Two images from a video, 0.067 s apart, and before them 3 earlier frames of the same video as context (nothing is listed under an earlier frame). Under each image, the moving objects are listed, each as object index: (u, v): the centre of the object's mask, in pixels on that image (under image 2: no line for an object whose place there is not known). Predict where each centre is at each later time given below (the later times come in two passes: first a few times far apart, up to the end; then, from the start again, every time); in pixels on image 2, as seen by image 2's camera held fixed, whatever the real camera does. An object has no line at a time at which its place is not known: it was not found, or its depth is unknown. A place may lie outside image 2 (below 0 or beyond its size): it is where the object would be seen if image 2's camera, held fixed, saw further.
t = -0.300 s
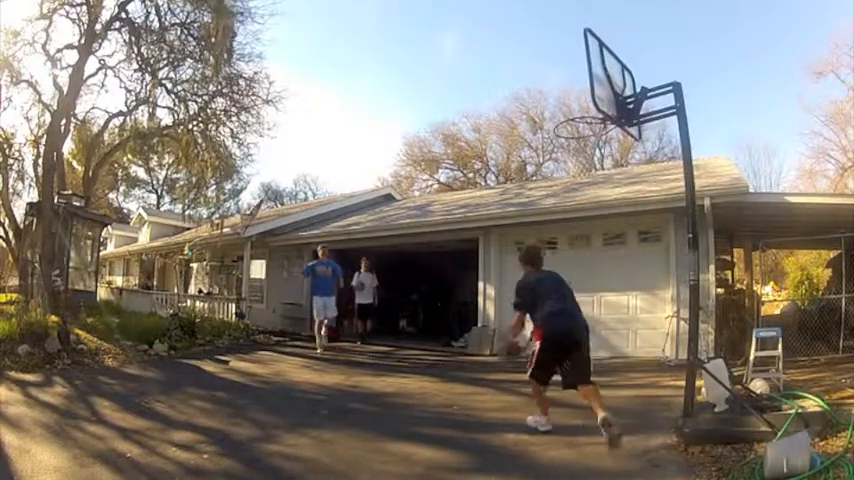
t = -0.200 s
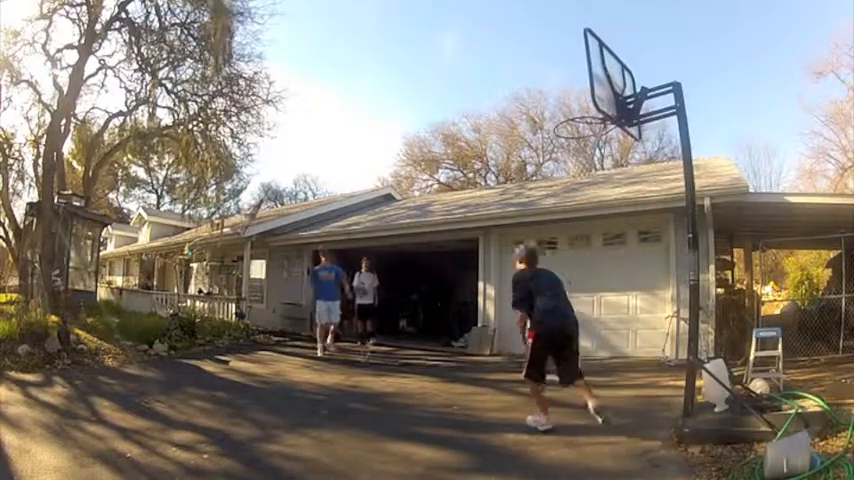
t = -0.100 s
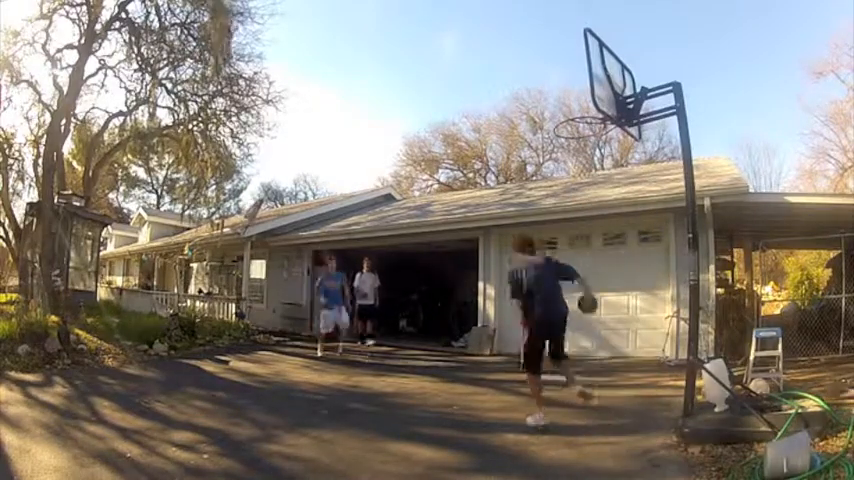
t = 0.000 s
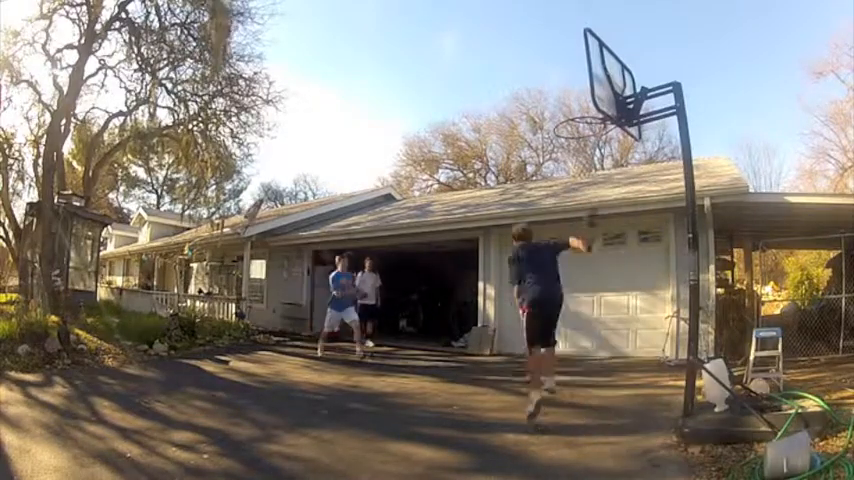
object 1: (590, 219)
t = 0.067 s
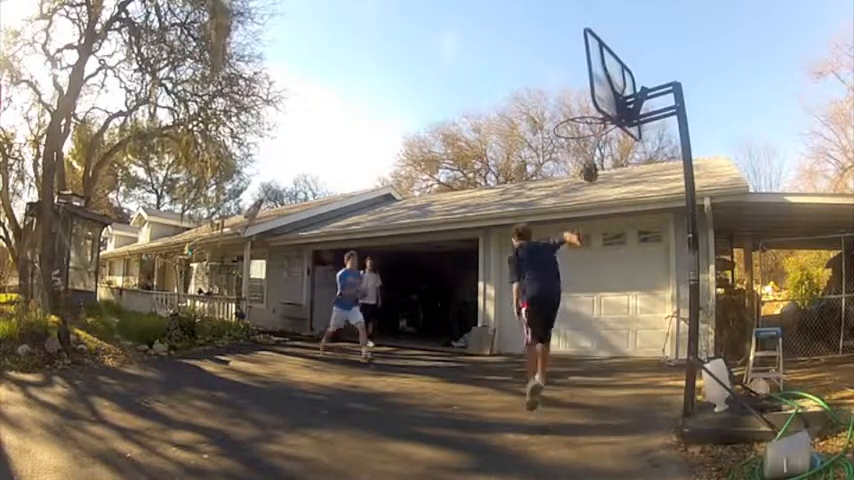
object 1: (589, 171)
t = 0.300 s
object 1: (568, 82)
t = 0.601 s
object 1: (548, 57)
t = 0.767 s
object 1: (540, 80)
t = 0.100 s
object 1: (586, 146)
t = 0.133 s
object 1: (584, 136)
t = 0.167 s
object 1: (580, 119)
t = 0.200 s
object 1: (576, 104)
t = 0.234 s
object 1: (573, 98)
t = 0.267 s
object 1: (569, 86)
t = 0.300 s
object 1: (568, 82)
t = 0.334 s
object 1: (565, 73)
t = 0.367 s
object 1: (562, 66)
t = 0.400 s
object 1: (560, 63)
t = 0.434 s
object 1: (557, 58)
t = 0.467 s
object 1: (556, 57)
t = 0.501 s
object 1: (553, 55)
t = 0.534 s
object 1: (551, 55)
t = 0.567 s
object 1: (550, 55)
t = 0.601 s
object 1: (548, 57)
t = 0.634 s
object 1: (546, 58)
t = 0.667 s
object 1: (544, 62)
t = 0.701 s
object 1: (543, 68)
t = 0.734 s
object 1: (542, 72)
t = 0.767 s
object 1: (540, 80)
